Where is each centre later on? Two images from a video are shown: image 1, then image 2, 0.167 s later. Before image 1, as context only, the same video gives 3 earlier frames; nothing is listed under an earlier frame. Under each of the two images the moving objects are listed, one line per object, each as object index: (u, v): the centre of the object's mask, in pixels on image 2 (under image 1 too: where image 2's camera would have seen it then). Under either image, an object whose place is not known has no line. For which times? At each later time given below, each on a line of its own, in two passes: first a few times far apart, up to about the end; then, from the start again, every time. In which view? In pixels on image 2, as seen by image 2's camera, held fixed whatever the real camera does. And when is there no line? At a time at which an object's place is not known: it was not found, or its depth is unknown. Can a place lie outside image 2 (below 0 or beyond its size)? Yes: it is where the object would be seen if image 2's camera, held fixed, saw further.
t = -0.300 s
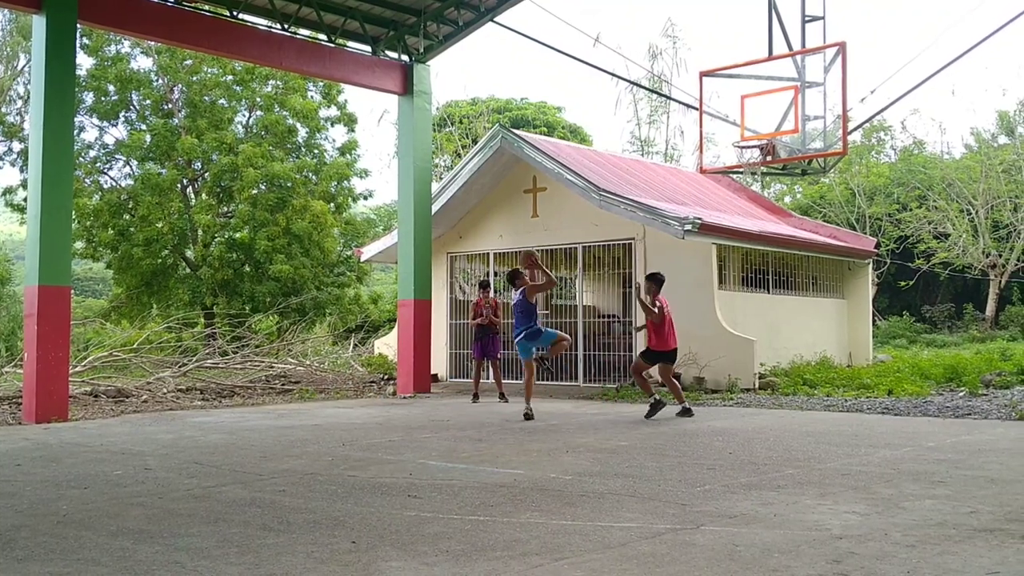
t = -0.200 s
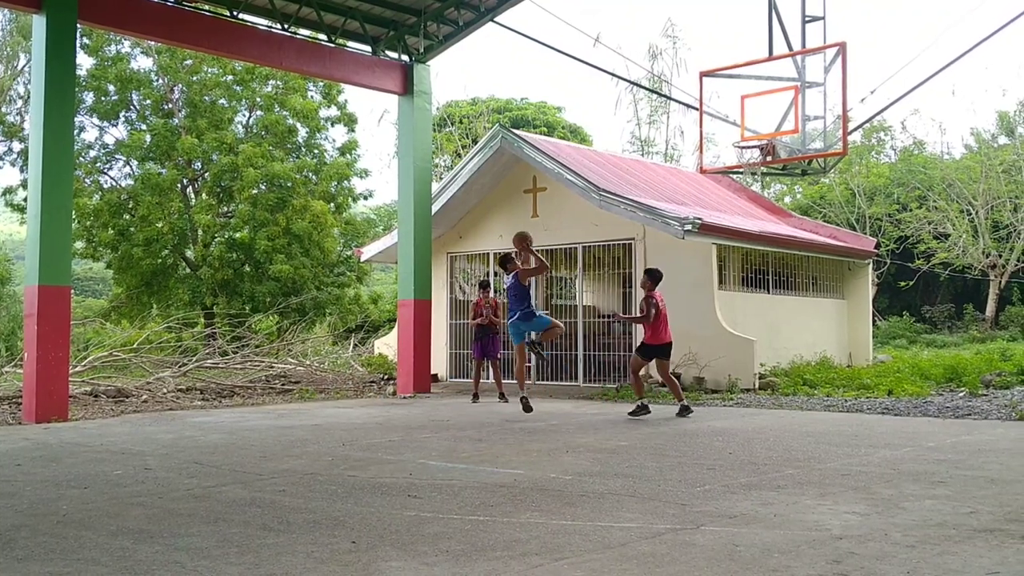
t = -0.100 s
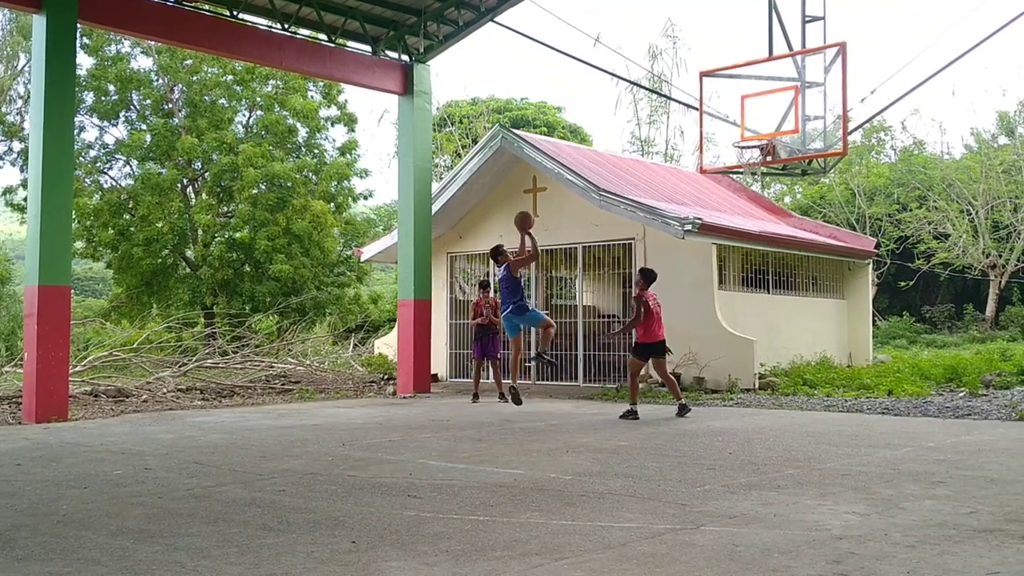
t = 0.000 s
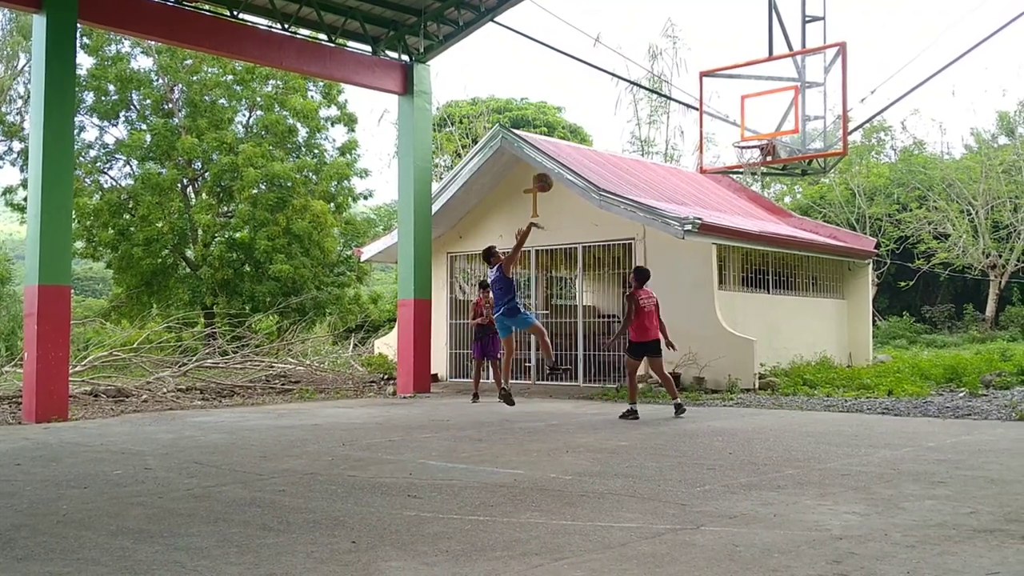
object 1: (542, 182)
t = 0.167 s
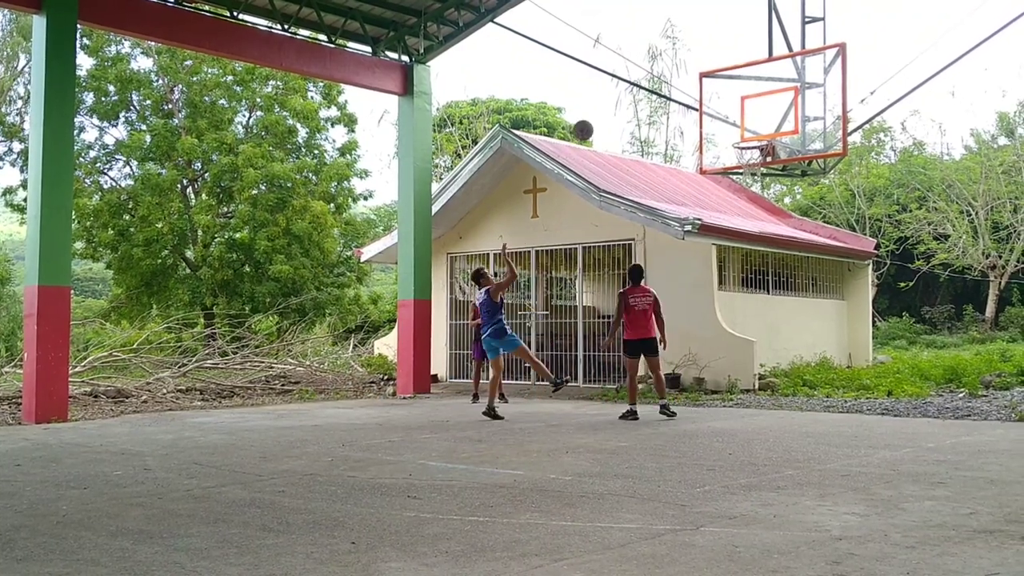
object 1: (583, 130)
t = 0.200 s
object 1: (591, 122)
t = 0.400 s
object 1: (640, 94)
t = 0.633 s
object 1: (698, 104)
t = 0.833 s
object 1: (742, 136)
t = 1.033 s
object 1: (758, 145)
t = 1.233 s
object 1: (741, 160)
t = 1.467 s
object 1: (745, 172)
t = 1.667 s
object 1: (755, 215)
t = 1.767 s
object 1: (759, 249)
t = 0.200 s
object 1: (591, 122)
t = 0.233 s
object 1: (599, 115)
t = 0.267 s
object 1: (607, 109)
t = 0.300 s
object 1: (615, 104)
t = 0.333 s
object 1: (624, 99)
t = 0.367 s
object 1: (632, 96)
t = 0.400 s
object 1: (640, 94)
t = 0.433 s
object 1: (648, 92)
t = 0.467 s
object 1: (656, 92)
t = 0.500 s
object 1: (664, 92)
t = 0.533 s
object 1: (673, 94)
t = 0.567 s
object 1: (681, 97)
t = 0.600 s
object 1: (689, 100)
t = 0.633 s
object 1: (698, 104)
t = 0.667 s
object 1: (706, 109)
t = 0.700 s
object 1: (714, 116)
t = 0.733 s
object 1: (723, 123)
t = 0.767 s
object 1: (732, 131)
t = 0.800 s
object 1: (737, 134)
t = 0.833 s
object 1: (742, 136)
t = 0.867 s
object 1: (746, 138)
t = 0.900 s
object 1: (750, 138)
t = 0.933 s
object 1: (755, 140)
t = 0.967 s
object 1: (758, 141)
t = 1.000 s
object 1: (759, 143)
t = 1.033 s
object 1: (758, 145)
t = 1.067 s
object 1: (756, 147)
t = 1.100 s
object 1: (752, 149)
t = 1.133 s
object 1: (749, 151)
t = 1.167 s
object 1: (746, 155)
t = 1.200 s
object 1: (744, 157)
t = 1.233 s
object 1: (741, 160)
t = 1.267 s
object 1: (740, 161)
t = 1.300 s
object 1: (740, 162)
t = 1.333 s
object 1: (740, 163)
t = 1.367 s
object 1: (741, 164)
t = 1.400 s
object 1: (742, 165)
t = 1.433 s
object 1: (744, 168)
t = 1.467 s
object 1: (745, 172)
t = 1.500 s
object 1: (747, 176)
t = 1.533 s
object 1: (749, 182)
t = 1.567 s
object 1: (750, 189)
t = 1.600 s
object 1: (751, 196)
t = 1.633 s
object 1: (753, 205)
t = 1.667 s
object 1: (755, 215)
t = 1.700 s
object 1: (756, 225)
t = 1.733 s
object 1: (758, 237)
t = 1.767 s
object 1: (759, 249)
